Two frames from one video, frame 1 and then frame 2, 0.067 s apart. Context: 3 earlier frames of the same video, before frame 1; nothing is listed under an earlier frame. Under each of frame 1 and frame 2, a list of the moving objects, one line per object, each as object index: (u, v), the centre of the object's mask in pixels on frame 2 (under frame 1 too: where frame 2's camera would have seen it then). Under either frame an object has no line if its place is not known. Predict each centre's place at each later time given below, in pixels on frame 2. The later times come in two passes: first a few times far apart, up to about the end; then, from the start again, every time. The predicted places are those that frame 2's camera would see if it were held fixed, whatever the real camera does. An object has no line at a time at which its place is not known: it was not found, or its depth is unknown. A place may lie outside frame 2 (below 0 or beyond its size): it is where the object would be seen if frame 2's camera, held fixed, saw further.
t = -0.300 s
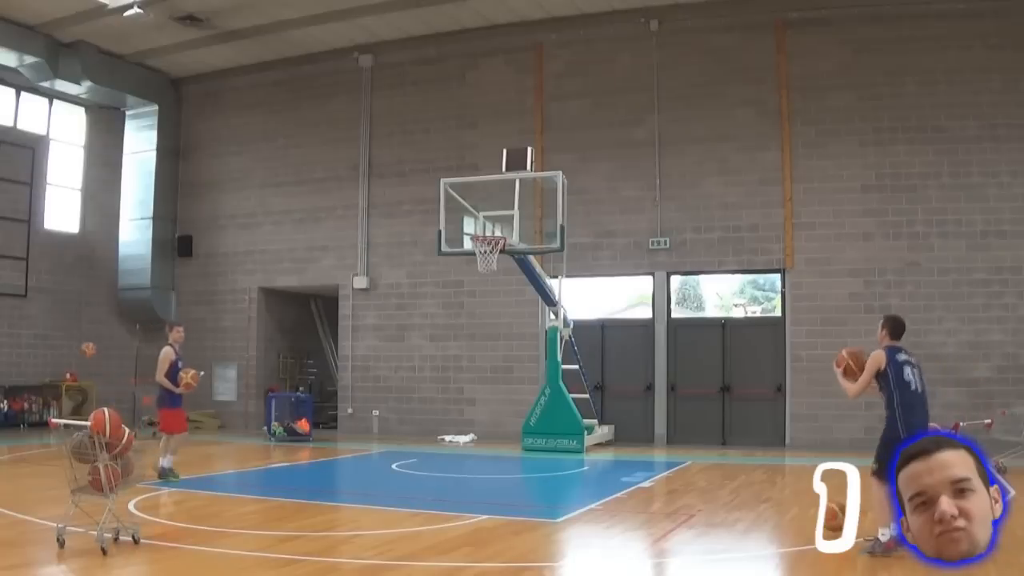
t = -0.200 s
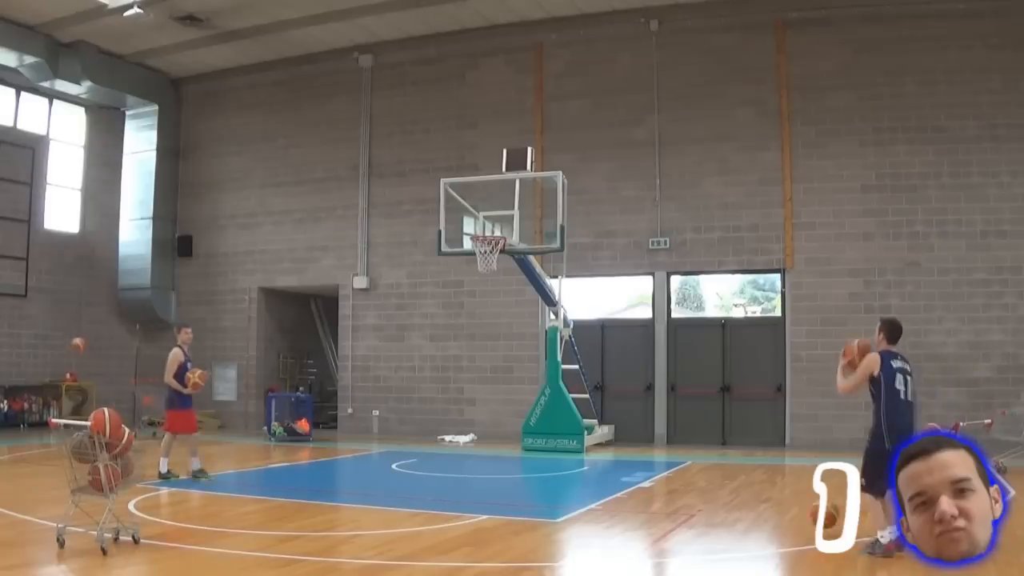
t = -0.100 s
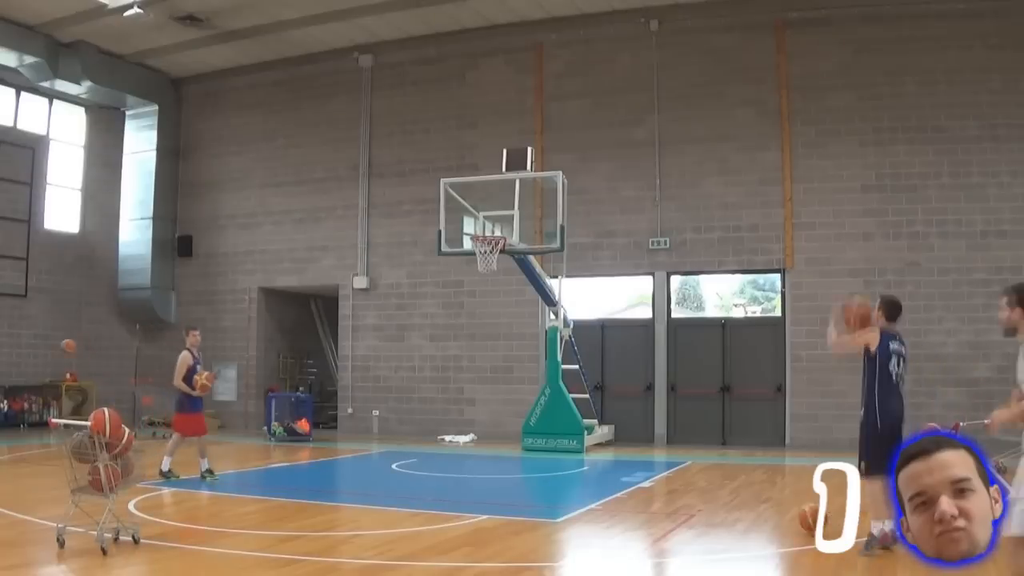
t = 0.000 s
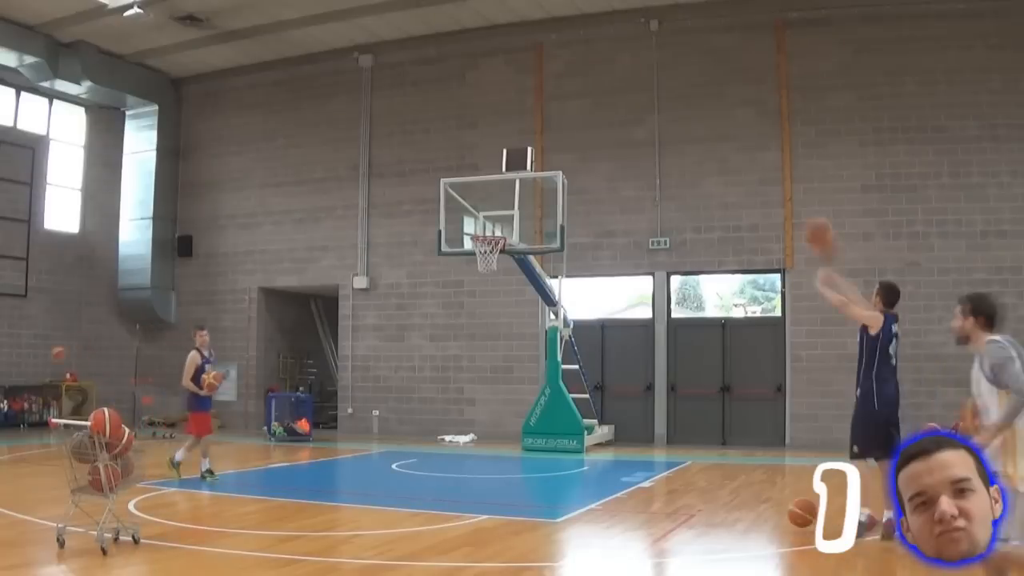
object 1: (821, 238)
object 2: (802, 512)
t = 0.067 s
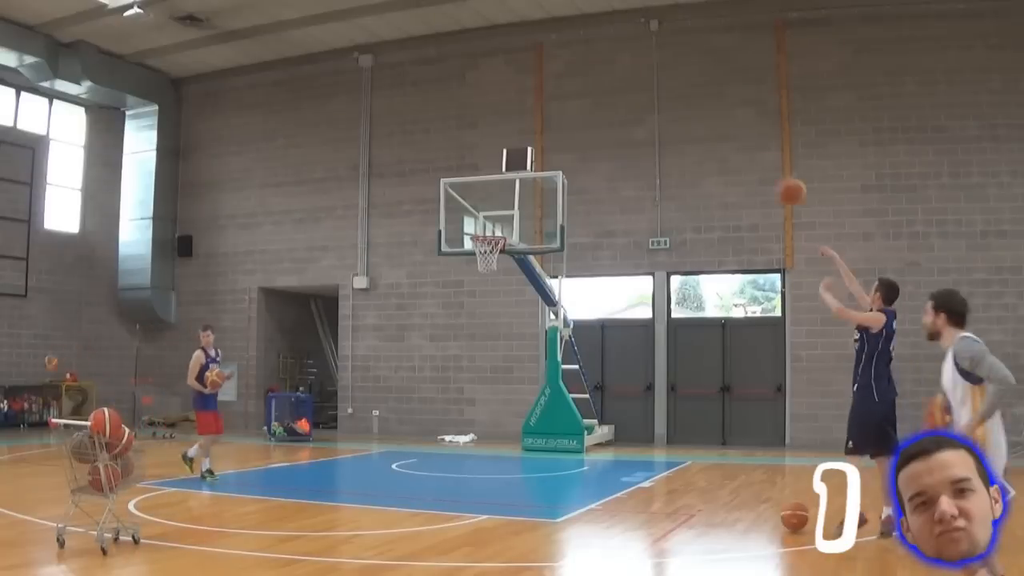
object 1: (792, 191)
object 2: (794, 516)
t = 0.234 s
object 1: (729, 113)
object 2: (777, 513)
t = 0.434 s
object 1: (668, 72)
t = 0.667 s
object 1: (613, 75)
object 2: (731, 510)
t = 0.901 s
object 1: (570, 117)
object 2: (708, 507)
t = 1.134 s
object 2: (685, 505)
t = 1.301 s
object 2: (669, 503)
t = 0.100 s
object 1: (777, 173)
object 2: (791, 516)
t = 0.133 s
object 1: (766, 156)
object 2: (788, 514)
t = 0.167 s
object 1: (752, 139)
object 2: (784, 512)
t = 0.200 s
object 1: (739, 124)
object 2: (780, 512)
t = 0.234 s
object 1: (729, 113)
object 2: (777, 513)
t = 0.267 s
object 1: (717, 104)
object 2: (773, 514)
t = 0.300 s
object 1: (707, 96)
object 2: (769, 511)
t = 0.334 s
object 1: (696, 87)
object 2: (766, 510)
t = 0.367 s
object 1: (687, 81)
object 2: (762, 510)
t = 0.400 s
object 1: (676, 76)
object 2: (751, 511)
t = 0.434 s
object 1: (668, 72)
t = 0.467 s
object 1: (660, 70)
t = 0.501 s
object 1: (650, 68)
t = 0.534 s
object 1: (644, 68)
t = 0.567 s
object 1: (635, 68)
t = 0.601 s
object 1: (627, 69)
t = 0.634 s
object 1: (621, 71)
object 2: (740, 508)
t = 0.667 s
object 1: (613, 75)
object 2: (731, 510)
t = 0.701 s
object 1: (607, 78)
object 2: (728, 509)
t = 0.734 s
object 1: (600, 82)
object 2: (724, 509)
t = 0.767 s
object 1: (594, 88)
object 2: (721, 509)
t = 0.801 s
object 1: (587, 94)
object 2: (717, 508)
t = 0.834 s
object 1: (582, 100)
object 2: (714, 508)
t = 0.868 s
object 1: (576, 109)
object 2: (711, 508)
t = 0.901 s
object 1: (570, 117)
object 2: (708, 507)
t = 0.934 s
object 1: (566, 126)
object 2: (705, 507)
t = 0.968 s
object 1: (560, 136)
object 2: (701, 507)
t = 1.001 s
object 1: (555, 144)
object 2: (698, 506)
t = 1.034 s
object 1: (550, 155)
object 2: (695, 506)
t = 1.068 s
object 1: (544, 168)
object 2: (692, 505)
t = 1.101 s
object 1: (540, 182)
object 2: (688, 505)
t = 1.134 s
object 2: (685, 505)
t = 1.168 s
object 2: (682, 505)
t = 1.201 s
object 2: (678, 505)
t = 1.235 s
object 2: (676, 504)
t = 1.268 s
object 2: (673, 504)
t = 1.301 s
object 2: (669, 503)
